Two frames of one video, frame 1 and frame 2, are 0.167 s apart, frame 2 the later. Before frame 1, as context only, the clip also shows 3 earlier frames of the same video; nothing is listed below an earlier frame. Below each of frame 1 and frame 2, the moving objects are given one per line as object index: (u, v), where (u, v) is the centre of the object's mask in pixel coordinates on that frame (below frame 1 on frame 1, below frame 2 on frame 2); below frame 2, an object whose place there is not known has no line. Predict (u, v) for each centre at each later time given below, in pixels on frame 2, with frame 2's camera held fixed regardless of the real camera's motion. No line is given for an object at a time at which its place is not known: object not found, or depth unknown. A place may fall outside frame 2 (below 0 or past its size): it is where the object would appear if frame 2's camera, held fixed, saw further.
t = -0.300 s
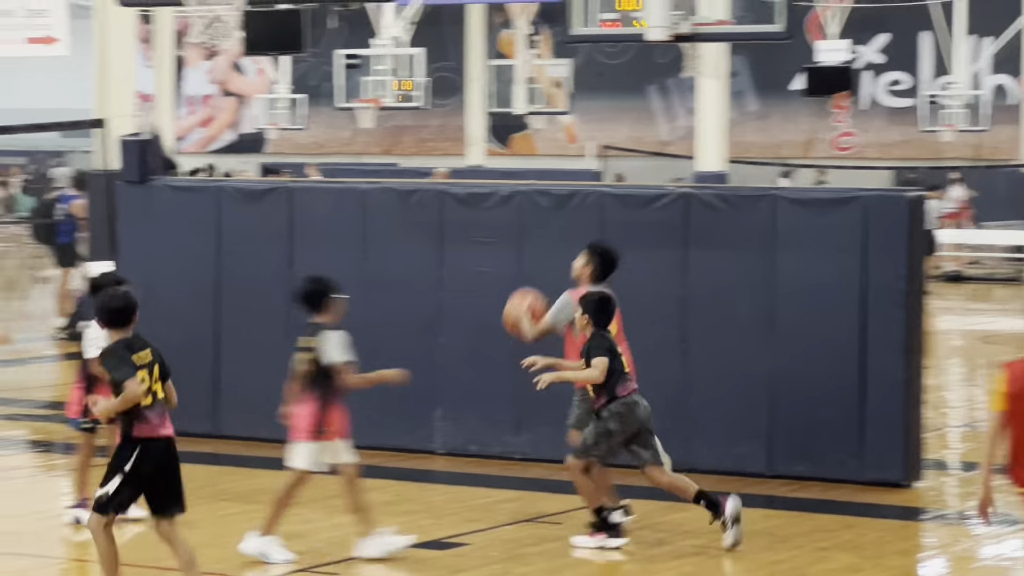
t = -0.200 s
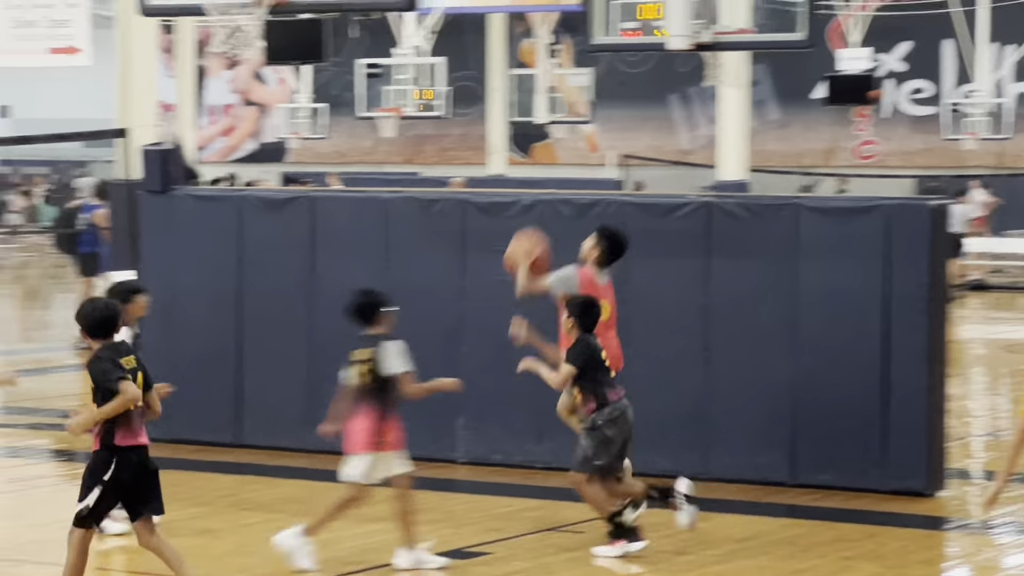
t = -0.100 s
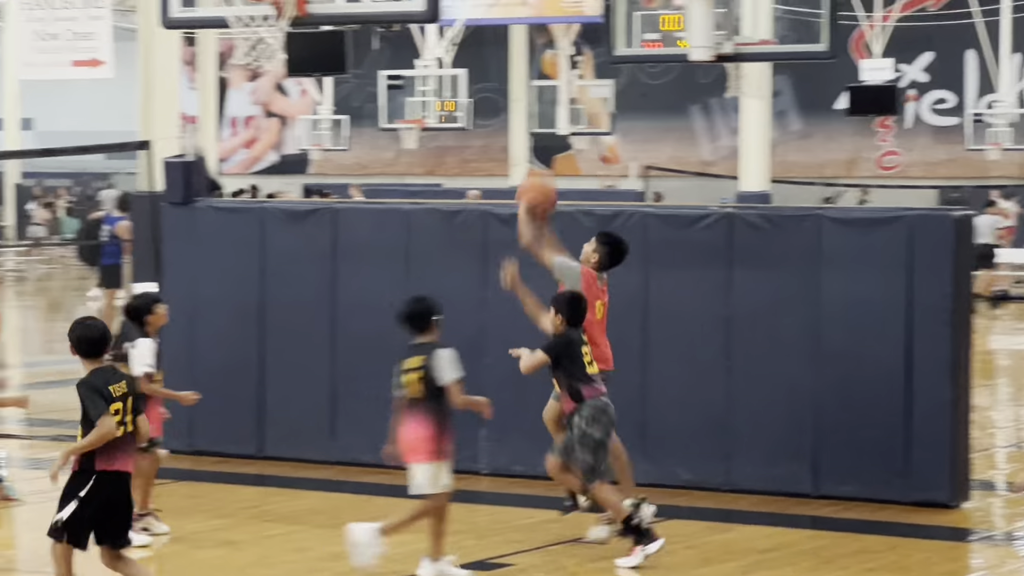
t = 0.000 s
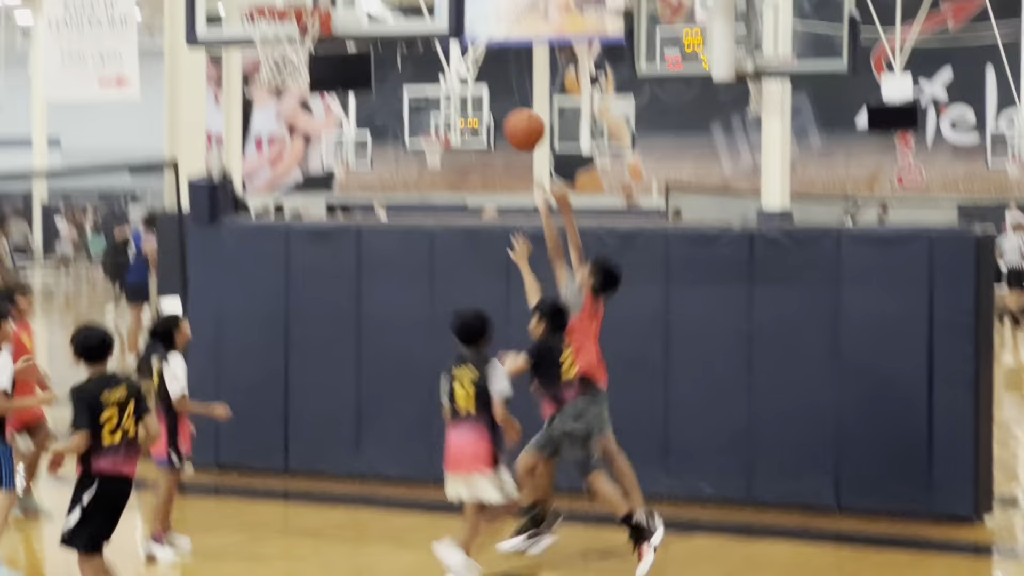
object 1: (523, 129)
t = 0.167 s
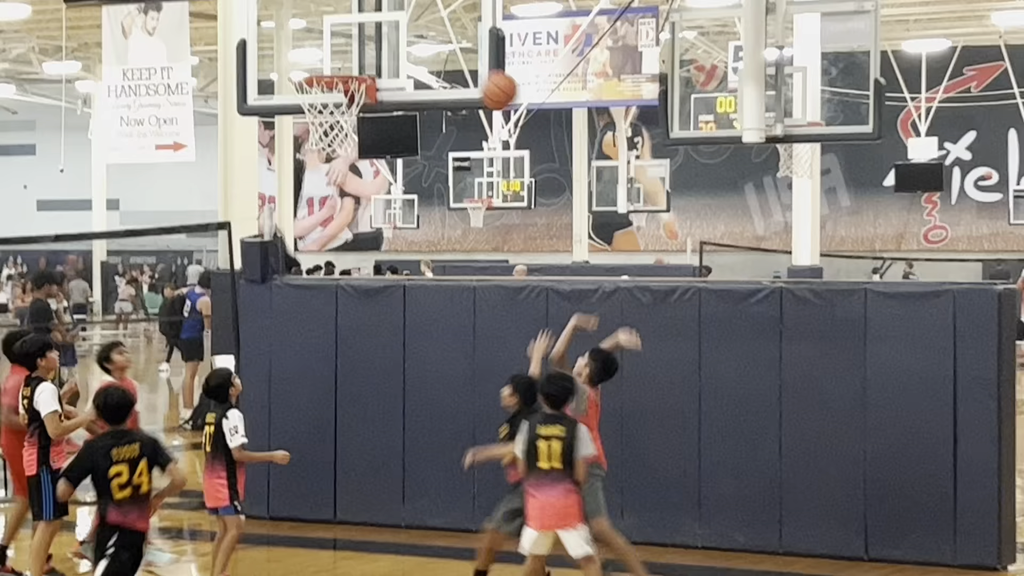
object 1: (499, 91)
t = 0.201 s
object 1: (487, 76)
